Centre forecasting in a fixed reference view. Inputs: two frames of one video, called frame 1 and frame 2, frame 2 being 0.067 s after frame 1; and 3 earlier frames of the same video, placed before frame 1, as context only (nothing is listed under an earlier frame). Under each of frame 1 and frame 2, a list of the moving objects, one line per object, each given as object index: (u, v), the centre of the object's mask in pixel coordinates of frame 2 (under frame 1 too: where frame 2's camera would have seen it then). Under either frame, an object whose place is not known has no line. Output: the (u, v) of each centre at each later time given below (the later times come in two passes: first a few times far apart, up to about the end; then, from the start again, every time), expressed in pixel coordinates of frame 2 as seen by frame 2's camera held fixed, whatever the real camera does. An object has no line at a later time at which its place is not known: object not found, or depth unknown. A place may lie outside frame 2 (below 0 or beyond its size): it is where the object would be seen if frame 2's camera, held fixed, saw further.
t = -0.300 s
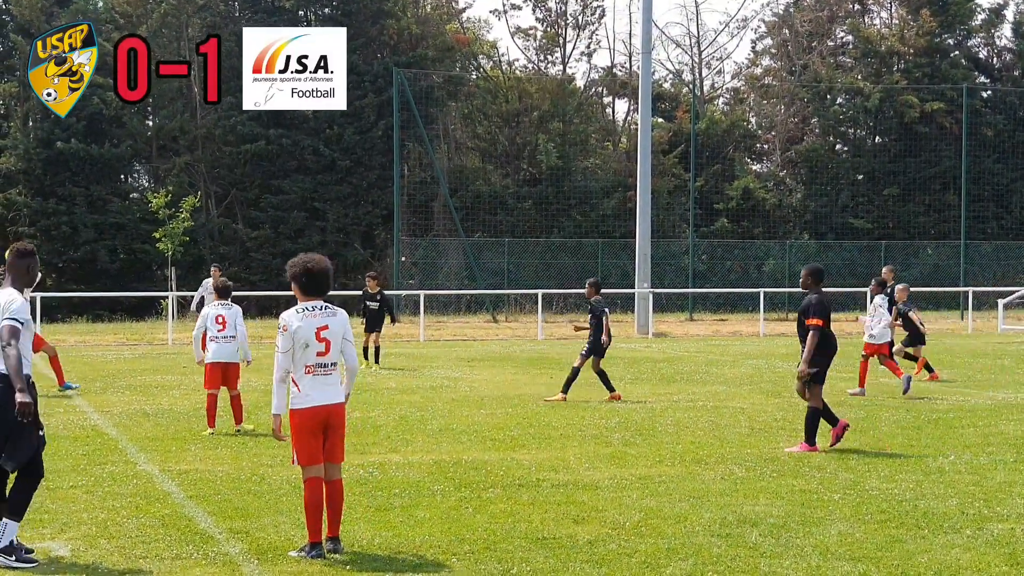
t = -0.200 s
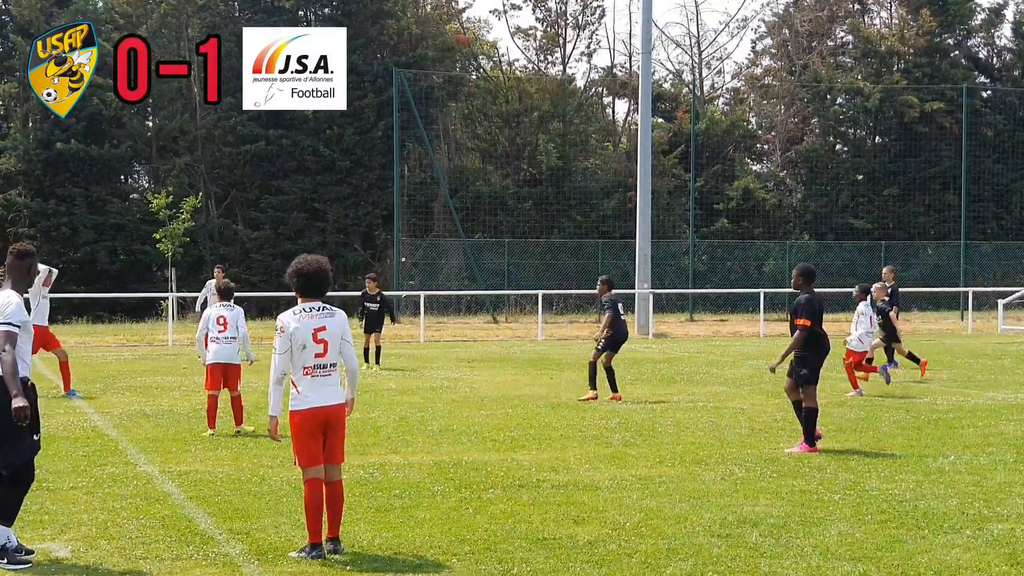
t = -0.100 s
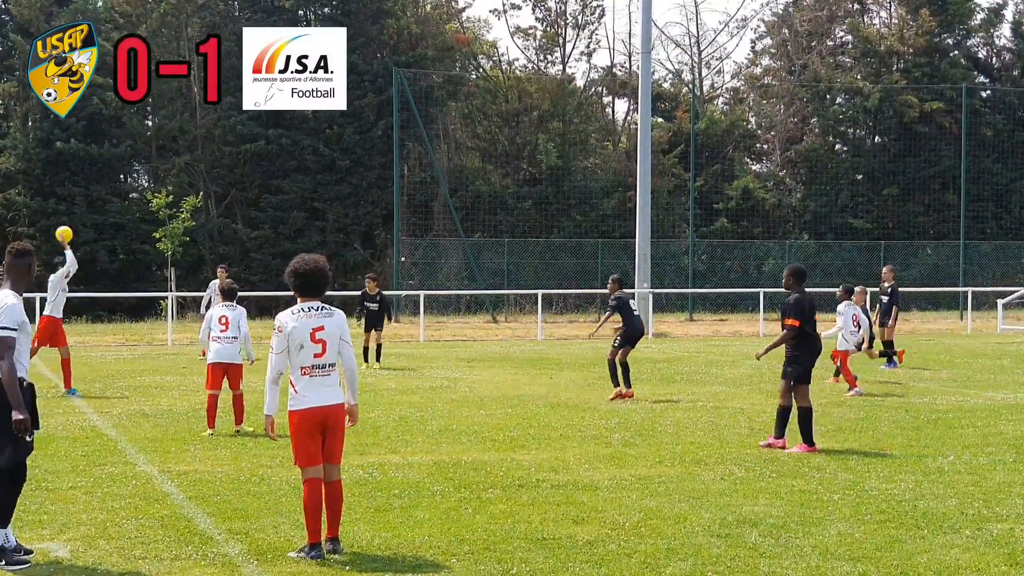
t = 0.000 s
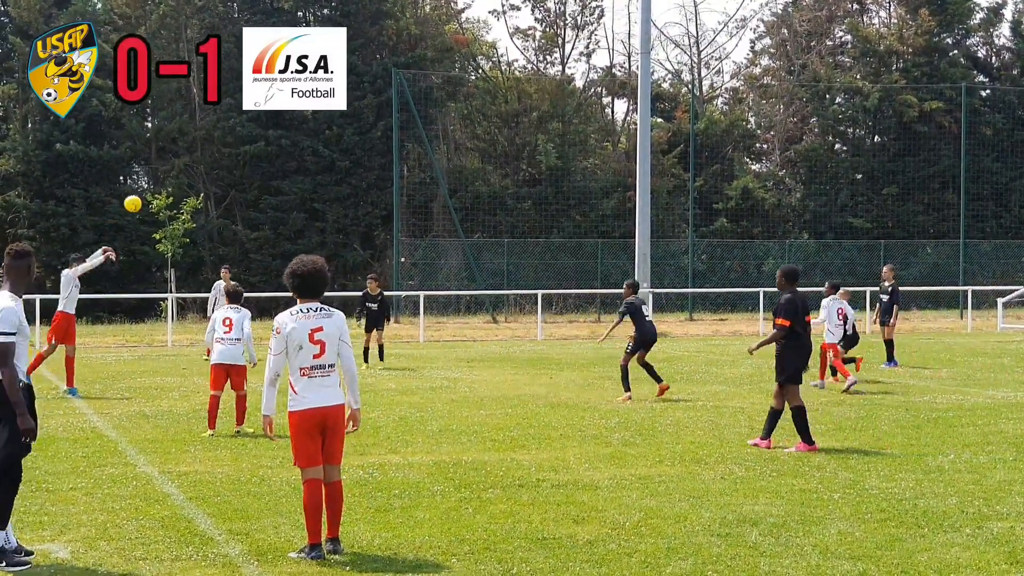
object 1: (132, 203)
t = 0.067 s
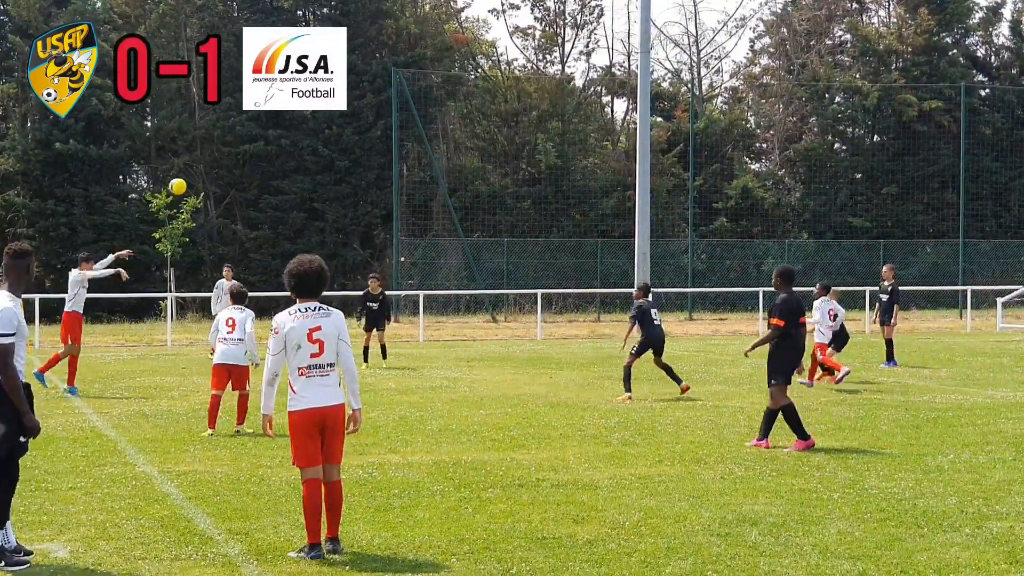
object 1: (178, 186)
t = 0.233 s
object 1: (288, 161)
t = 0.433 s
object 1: (413, 159)
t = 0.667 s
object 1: (548, 196)
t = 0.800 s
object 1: (619, 234)
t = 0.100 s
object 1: (200, 180)
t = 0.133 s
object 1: (222, 174)
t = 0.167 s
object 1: (244, 169)
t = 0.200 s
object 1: (266, 165)
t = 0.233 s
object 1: (288, 161)
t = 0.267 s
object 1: (309, 159)
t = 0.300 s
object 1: (331, 157)
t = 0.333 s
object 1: (351, 157)
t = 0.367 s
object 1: (372, 157)
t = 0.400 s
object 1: (393, 158)
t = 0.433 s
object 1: (413, 159)
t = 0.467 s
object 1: (433, 162)
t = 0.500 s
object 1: (453, 165)
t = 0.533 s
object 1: (473, 170)
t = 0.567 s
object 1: (492, 175)
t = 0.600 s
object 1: (511, 181)
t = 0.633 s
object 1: (530, 188)
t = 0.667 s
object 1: (548, 196)
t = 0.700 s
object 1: (566, 204)
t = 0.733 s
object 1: (584, 213)
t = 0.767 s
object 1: (602, 223)
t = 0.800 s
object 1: (619, 234)
